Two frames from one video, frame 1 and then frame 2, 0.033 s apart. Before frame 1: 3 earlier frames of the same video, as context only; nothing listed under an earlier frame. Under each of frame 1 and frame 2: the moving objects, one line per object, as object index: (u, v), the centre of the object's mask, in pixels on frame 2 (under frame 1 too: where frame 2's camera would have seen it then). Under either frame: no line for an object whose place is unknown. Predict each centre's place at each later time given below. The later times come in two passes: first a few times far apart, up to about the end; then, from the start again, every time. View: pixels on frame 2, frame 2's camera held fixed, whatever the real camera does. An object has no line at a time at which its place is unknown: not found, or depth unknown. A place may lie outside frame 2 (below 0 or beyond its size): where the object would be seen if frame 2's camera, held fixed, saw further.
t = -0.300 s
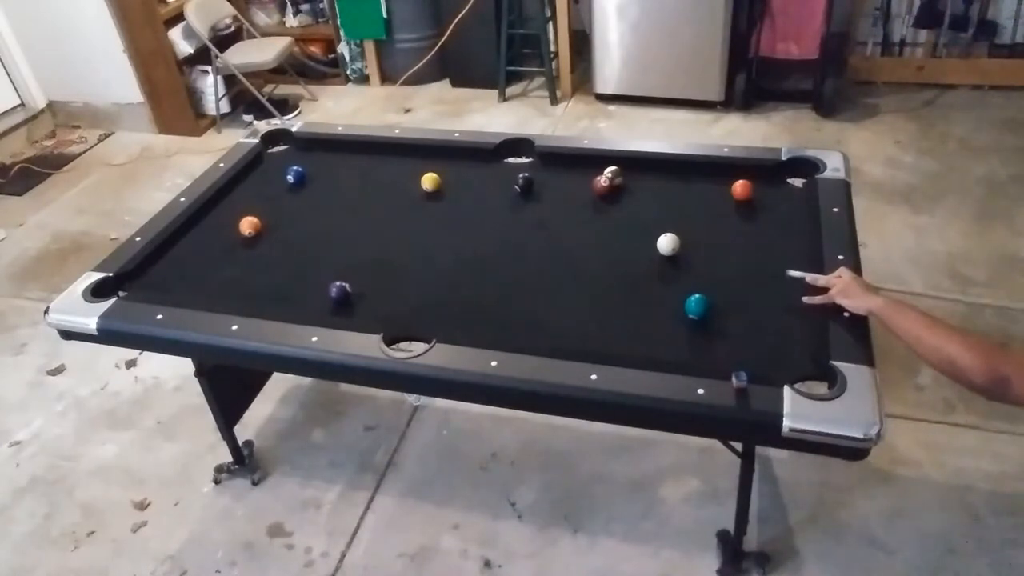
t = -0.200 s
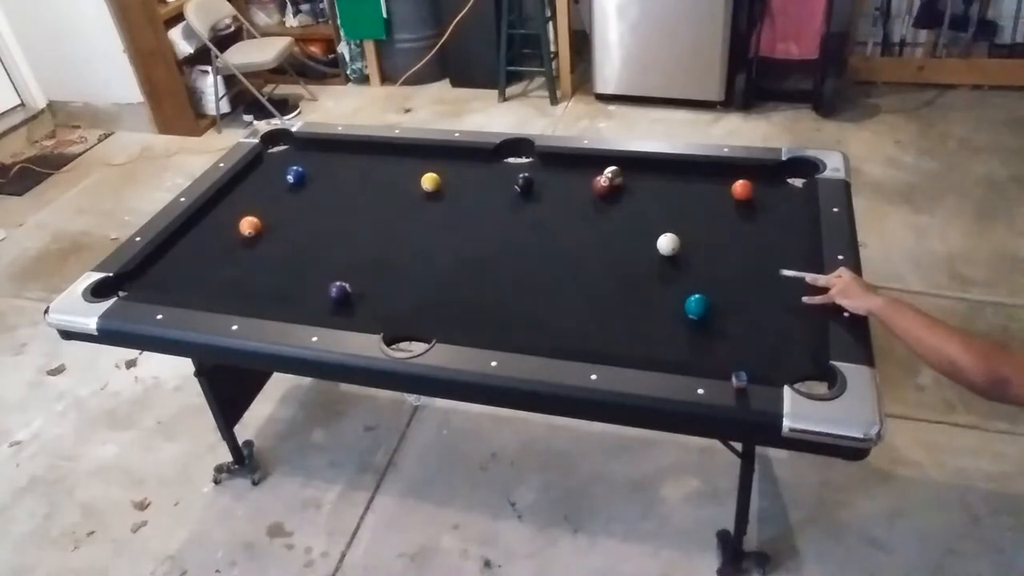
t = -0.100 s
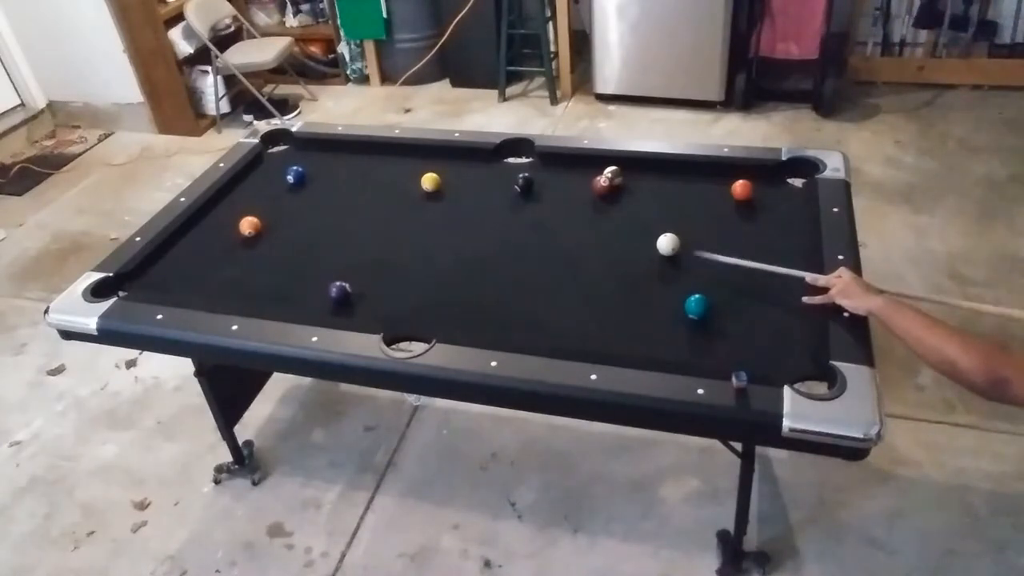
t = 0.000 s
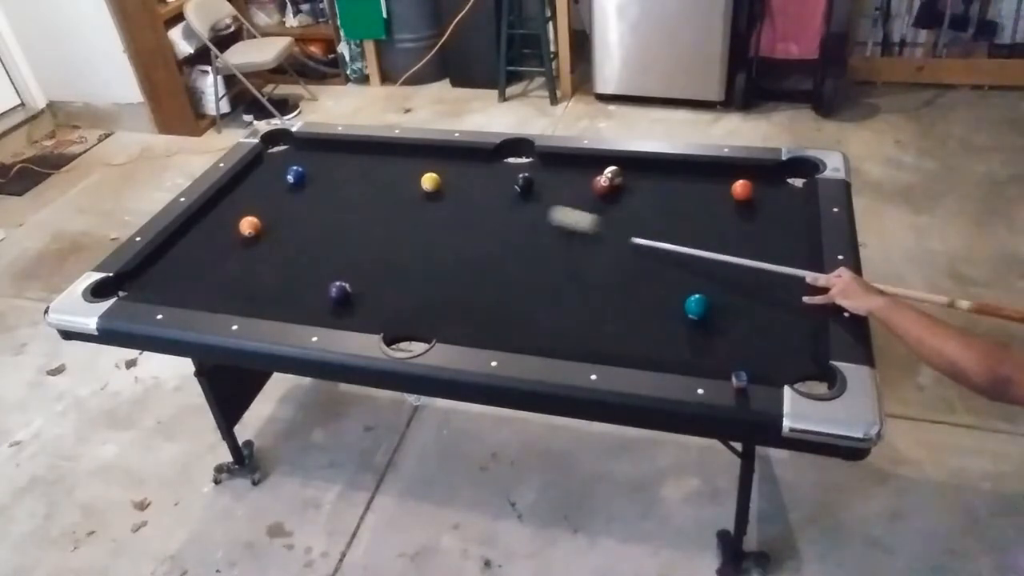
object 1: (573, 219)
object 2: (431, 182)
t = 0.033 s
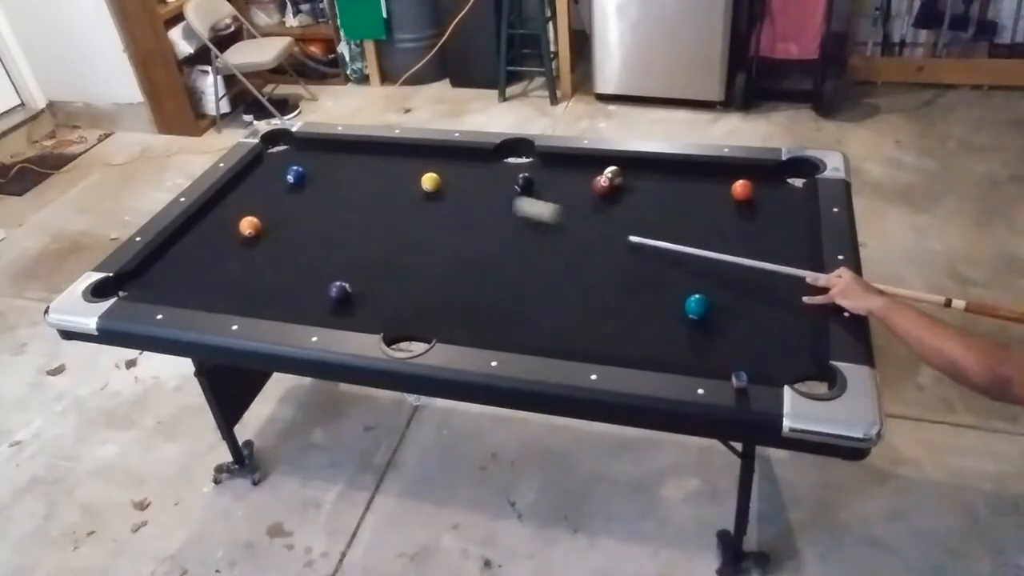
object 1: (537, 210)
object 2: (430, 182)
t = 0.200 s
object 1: (447, 185)
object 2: (377, 169)
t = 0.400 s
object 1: (449, 184)
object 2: (271, 141)
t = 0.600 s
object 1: (452, 184)
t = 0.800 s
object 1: (453, 184)
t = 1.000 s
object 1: (454, 184)
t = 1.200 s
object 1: (454, 184)
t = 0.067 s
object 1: (502, 201)
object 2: (431, 182)
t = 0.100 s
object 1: (470, 192)
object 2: (431, 182)
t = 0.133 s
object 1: (449, 186)
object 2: (422, 179)
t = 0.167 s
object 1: (447, 186)
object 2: (400, 174)
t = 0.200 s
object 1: (447, 185)
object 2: (377, 169)
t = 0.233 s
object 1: (448, 185)
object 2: (354, 164)
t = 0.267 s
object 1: (448, 185)
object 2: (334, 158)
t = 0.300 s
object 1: (448, 185)
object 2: (315, 153)
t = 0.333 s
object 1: (449, 185)
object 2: (299, 150)
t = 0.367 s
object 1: (449, 184)
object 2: (283, 145)
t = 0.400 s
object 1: (449, 184)
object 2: (271, 141)
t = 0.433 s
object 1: (450, 184)
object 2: (276, 139)
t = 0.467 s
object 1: (450, 184)
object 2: (280, 142)
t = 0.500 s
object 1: (451, 184)
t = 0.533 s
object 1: (451, 184)
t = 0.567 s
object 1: (451, 184)
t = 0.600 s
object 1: (452, 184)
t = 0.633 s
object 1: (452, 184)
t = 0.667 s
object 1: (452, 184)
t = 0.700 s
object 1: (452, 184)
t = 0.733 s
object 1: (453, 184)
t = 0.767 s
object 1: (453, 184)
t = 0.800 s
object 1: (453, 184)
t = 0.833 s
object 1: (453, 184)
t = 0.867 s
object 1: (454, 184)
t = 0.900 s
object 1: (454, 184)
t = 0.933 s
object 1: (454, 184)
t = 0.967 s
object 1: (454, 184)
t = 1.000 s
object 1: (454, 184)
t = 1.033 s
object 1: (454, 184)
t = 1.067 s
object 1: (454, 184)
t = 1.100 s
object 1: (454, 184)
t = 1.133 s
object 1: (454, 184)
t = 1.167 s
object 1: (454, 184)
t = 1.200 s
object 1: (454, 184)
